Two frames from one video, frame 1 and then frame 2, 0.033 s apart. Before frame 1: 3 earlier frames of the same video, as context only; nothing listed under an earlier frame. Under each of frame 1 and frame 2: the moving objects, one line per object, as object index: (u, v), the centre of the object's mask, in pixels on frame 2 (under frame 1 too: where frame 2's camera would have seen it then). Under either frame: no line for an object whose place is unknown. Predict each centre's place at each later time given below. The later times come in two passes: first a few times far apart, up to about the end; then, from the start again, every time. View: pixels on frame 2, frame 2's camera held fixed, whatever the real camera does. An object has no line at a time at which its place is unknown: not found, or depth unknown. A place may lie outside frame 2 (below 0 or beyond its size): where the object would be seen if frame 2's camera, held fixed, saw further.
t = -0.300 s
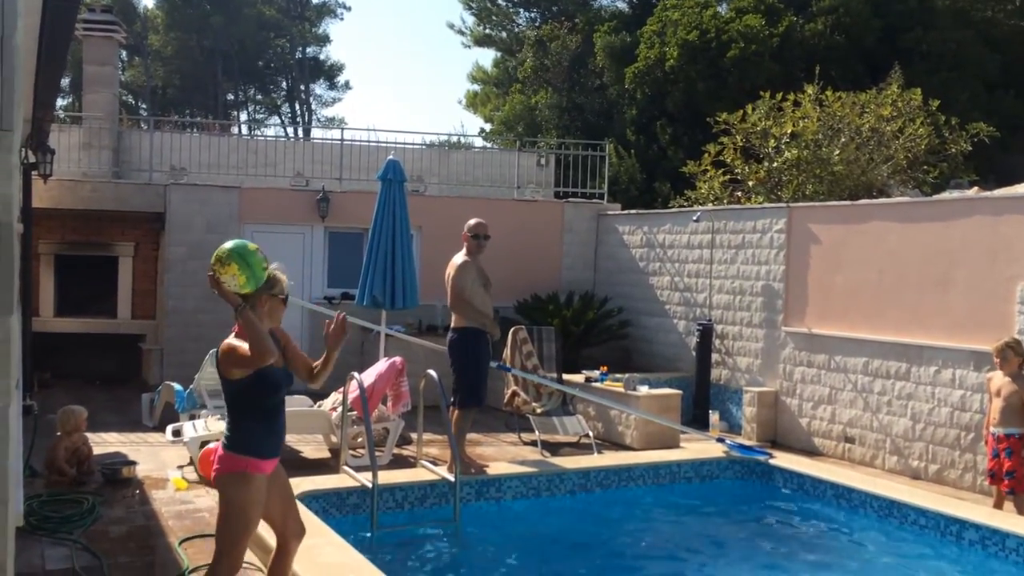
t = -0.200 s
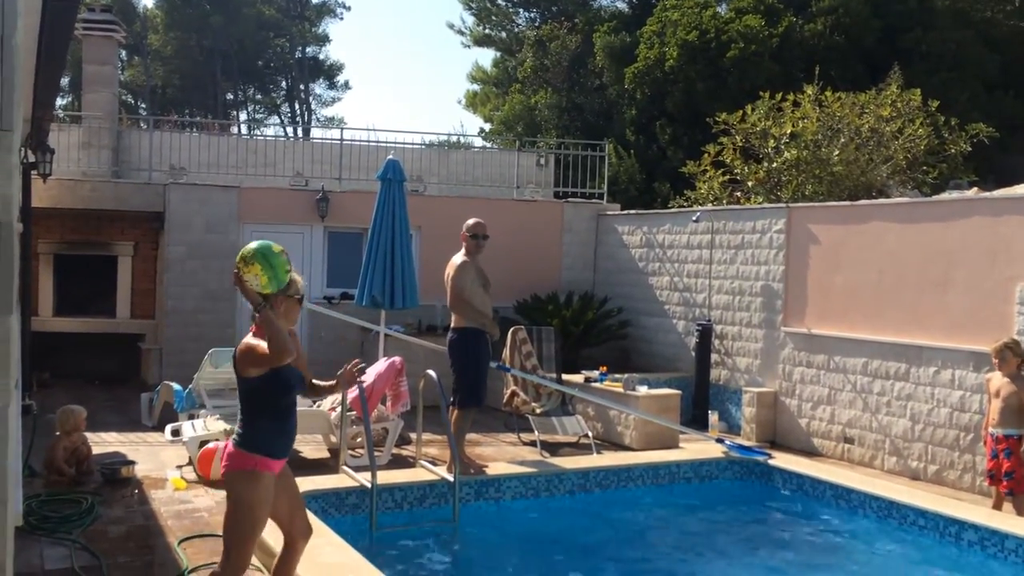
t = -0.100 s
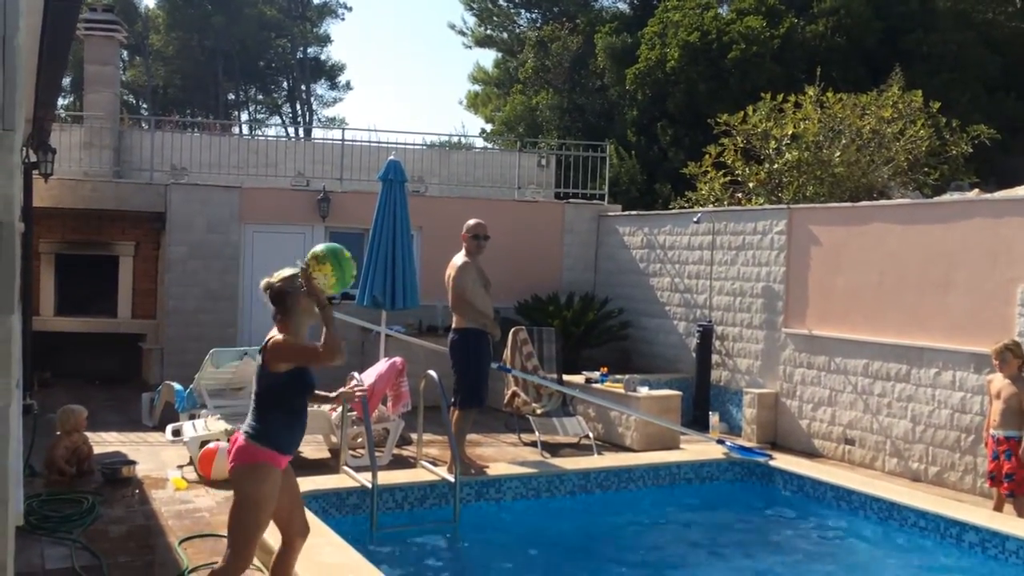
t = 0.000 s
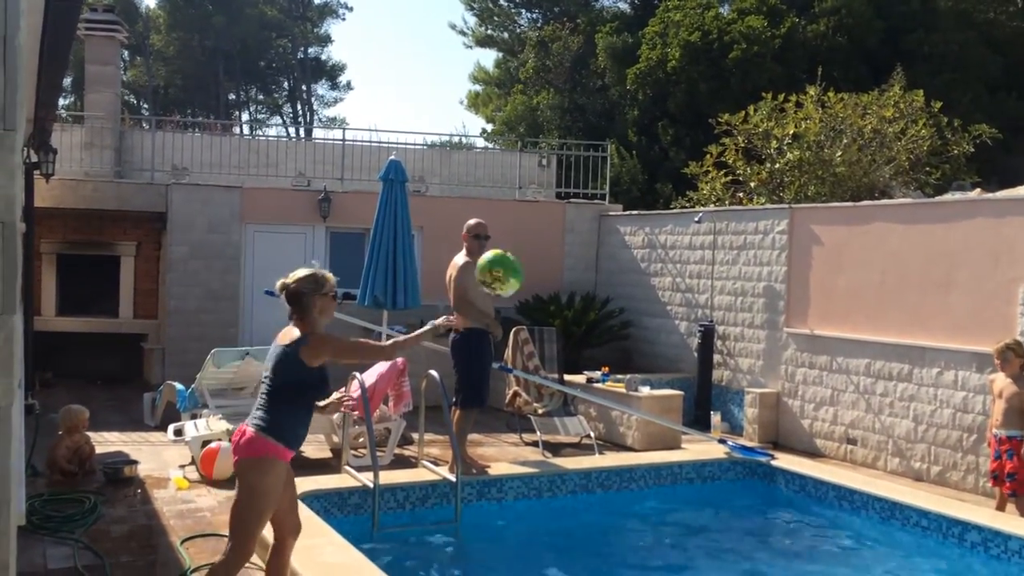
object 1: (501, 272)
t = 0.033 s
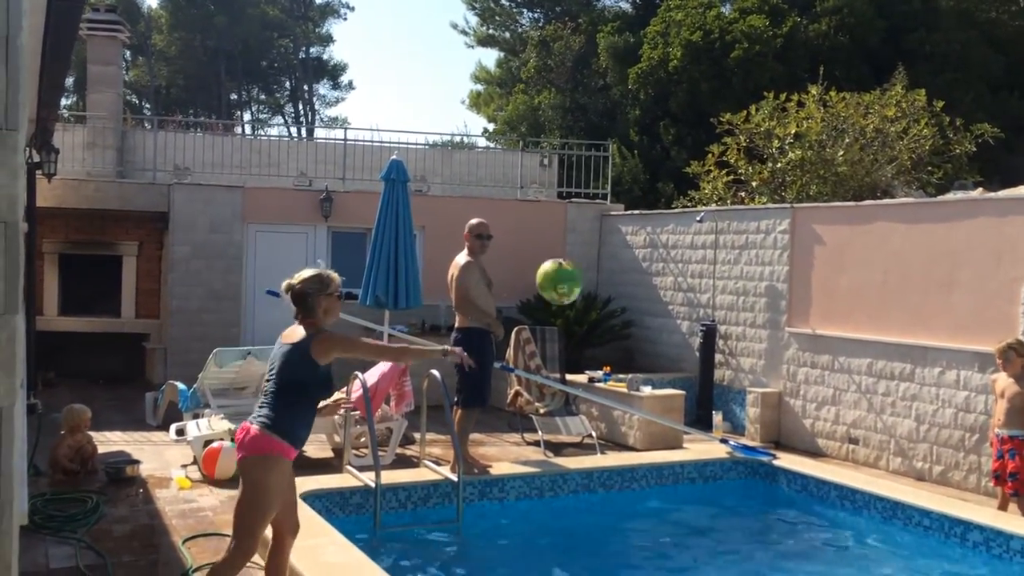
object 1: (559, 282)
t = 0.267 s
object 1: (862, 403)
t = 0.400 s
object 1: (977, 502)
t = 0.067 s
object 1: (612, 292)
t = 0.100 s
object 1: (661, 306)
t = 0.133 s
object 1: (708, 322)
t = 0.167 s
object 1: (751, 340)
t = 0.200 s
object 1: (791, 360)
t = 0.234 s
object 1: (827, 380)
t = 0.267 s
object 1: (862, 403)
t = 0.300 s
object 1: (893, 426)
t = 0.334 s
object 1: (923, 451)
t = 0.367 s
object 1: (950, 477)
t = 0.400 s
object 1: (977, 502)
